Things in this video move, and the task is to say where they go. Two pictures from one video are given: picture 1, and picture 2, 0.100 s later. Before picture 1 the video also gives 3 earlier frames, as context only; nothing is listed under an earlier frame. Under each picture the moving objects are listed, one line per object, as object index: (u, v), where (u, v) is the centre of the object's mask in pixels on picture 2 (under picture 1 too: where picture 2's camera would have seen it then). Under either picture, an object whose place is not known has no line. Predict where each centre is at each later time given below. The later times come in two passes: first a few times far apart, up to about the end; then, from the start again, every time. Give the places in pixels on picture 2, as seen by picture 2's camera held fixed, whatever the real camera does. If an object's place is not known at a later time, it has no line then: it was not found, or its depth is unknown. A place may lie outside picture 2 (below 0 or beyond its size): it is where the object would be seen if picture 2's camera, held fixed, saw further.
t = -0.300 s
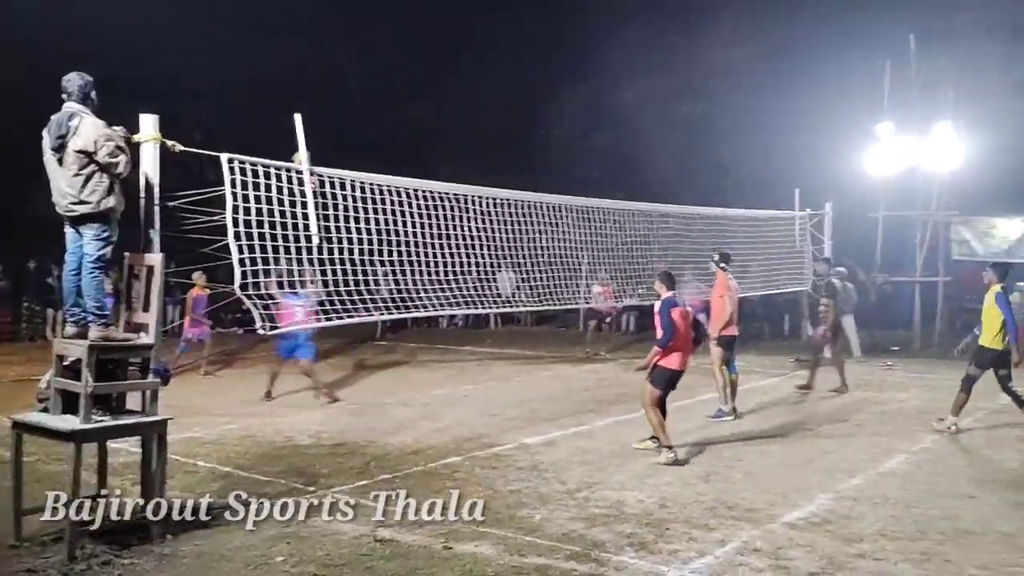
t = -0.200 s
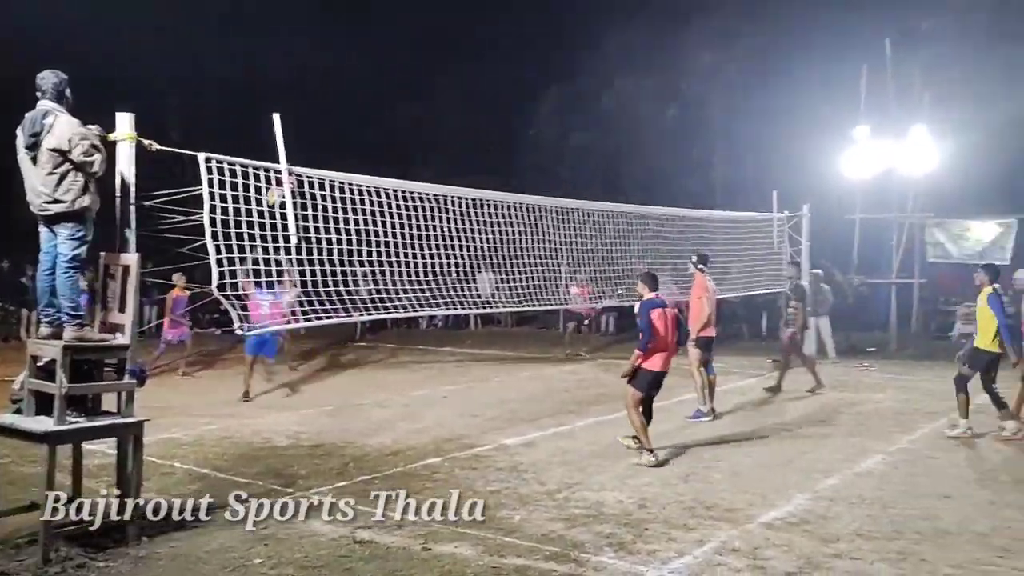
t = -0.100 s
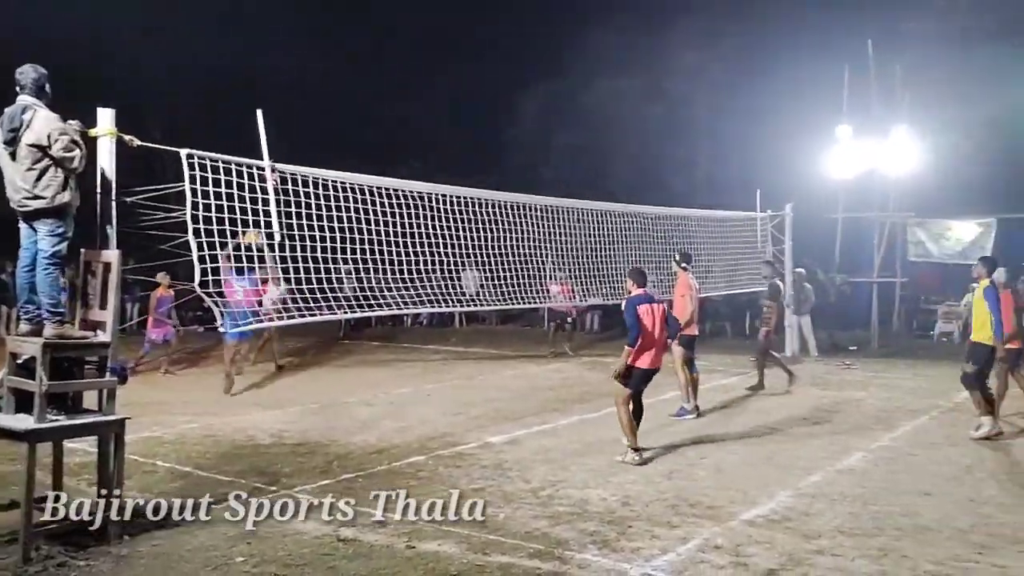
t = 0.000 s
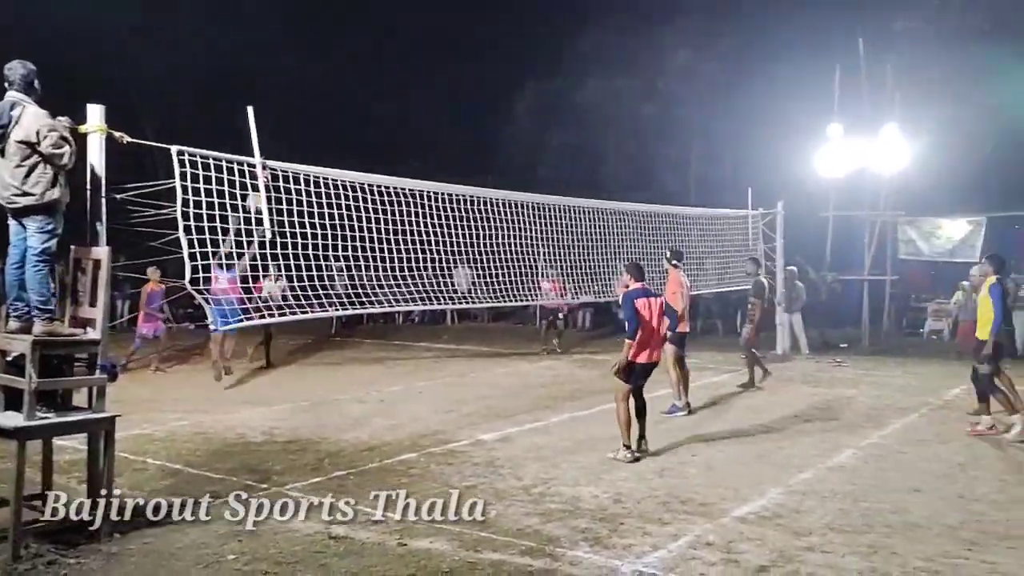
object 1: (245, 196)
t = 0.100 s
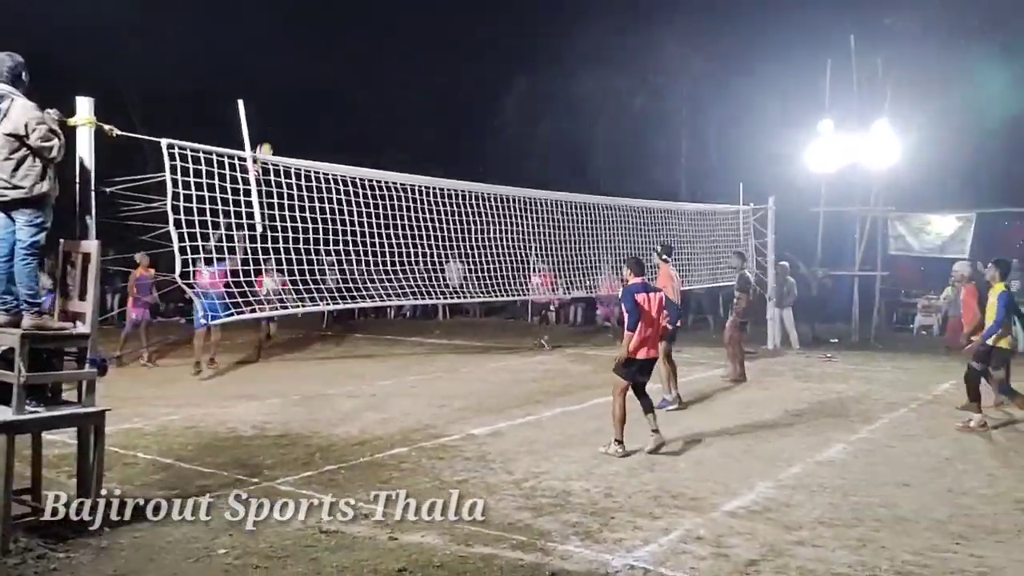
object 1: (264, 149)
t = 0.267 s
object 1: (291, 98)
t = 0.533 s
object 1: (331, 55)
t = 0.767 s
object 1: (366, 60)
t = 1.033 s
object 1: (404, 111)
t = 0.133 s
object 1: (269, 140)
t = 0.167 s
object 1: (274, 128)
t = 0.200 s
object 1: (280, 117)
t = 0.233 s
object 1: (285, 107)
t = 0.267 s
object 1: (291, 98)
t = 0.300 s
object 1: (296, 89)
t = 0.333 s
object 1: (301, 82)
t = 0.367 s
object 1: (308, 76)
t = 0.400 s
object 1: (313, 69)
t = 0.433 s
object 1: (317, 64)
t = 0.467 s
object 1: (319, 62)
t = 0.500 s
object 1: (329, 57)
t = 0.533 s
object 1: (331, 55)
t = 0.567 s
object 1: (336, 53)
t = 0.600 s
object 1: (344, 52)
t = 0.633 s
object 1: (346, 52)
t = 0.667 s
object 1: (352, 53)
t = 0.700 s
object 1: (356, 54)
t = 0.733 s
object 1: (361, 56)
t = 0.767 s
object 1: (366, 60)
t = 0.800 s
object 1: (371, 63)
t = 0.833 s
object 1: (376, 68)
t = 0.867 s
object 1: (381, 73)
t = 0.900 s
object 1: (386, 79)
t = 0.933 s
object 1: (390, 86)
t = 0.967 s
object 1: (395, 93)
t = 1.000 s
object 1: (399, 102)
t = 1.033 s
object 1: (404, 111)
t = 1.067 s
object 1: (408, 120)
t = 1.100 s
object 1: (413, 131)
